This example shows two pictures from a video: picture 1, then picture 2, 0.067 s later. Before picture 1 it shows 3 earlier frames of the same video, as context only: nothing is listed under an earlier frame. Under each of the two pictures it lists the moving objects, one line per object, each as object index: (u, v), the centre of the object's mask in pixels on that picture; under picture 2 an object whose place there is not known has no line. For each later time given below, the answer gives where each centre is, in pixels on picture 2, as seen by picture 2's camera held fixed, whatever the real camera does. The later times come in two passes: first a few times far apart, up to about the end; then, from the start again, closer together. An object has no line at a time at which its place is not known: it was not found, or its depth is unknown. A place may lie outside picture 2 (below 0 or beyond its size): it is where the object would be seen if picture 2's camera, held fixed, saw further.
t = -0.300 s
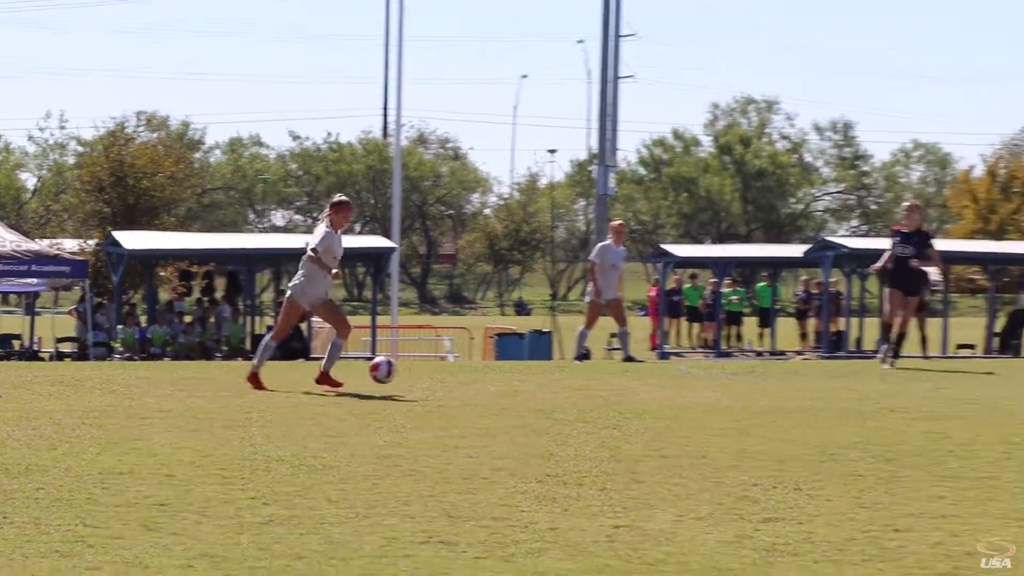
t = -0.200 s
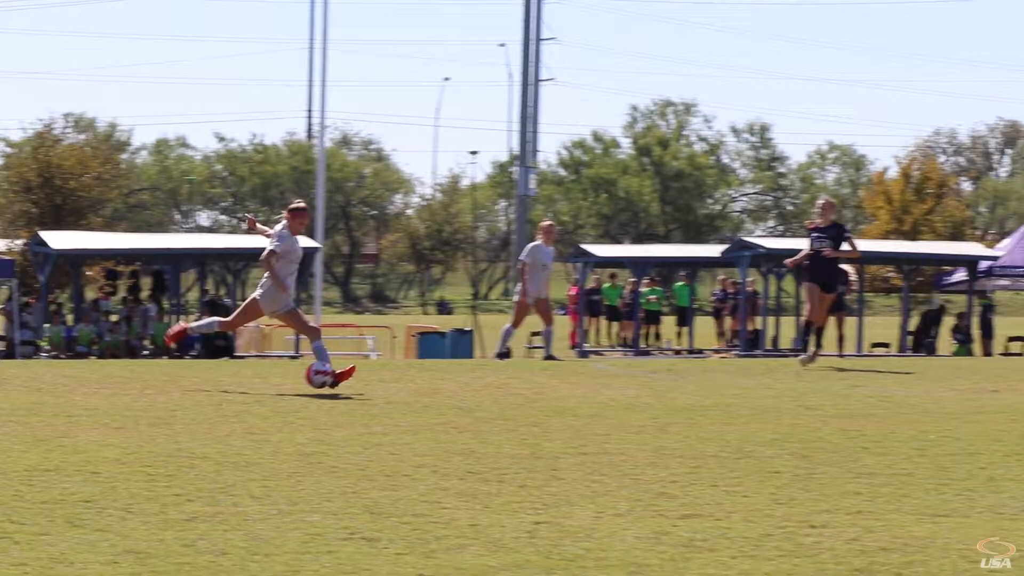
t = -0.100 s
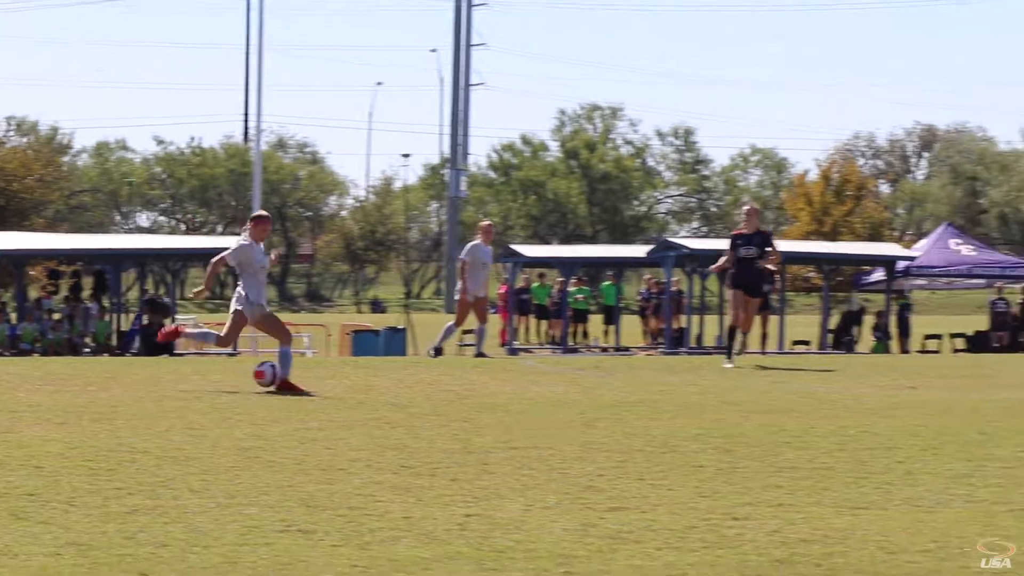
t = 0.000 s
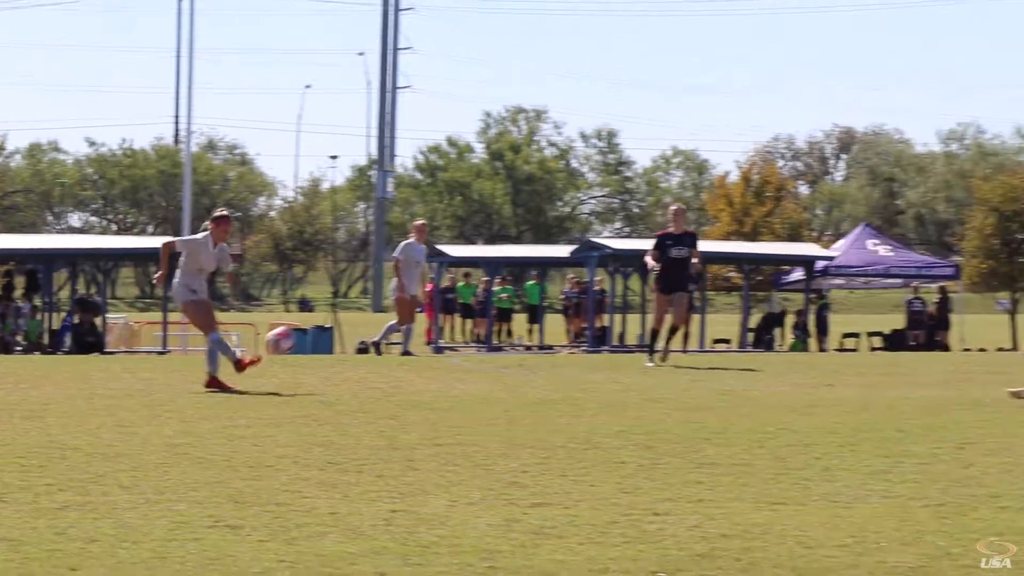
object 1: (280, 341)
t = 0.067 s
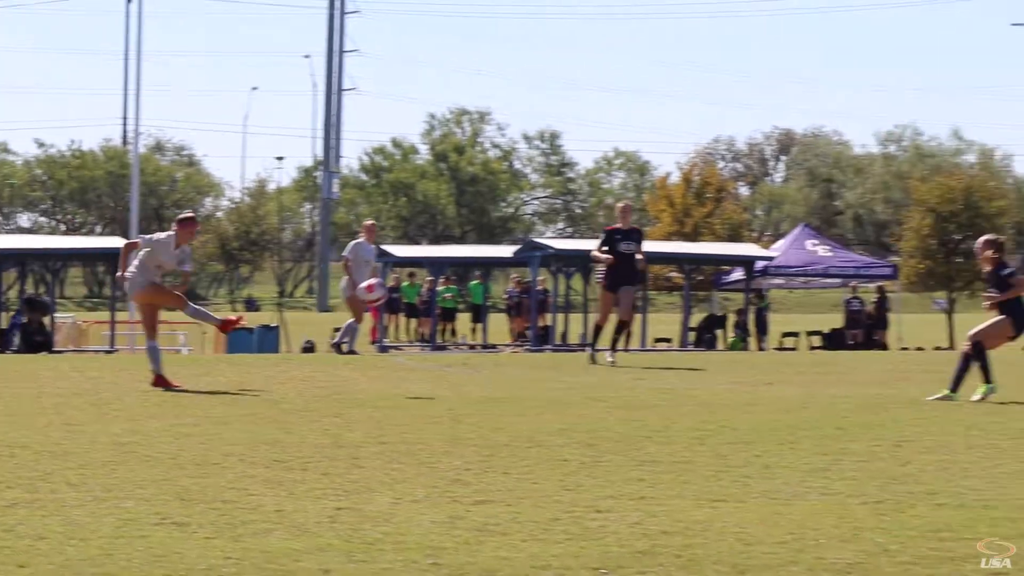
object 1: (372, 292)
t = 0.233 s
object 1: (724, 190)
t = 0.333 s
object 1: (937, 133)
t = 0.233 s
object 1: (724, 190)
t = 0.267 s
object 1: (793, 170)
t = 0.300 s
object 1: (867, 149)
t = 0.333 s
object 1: (937, 133)
